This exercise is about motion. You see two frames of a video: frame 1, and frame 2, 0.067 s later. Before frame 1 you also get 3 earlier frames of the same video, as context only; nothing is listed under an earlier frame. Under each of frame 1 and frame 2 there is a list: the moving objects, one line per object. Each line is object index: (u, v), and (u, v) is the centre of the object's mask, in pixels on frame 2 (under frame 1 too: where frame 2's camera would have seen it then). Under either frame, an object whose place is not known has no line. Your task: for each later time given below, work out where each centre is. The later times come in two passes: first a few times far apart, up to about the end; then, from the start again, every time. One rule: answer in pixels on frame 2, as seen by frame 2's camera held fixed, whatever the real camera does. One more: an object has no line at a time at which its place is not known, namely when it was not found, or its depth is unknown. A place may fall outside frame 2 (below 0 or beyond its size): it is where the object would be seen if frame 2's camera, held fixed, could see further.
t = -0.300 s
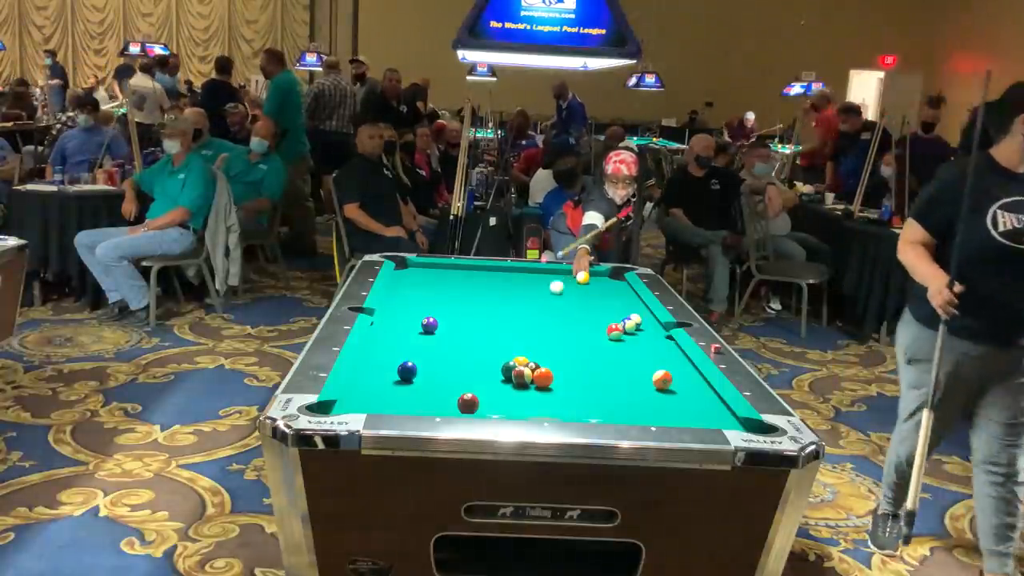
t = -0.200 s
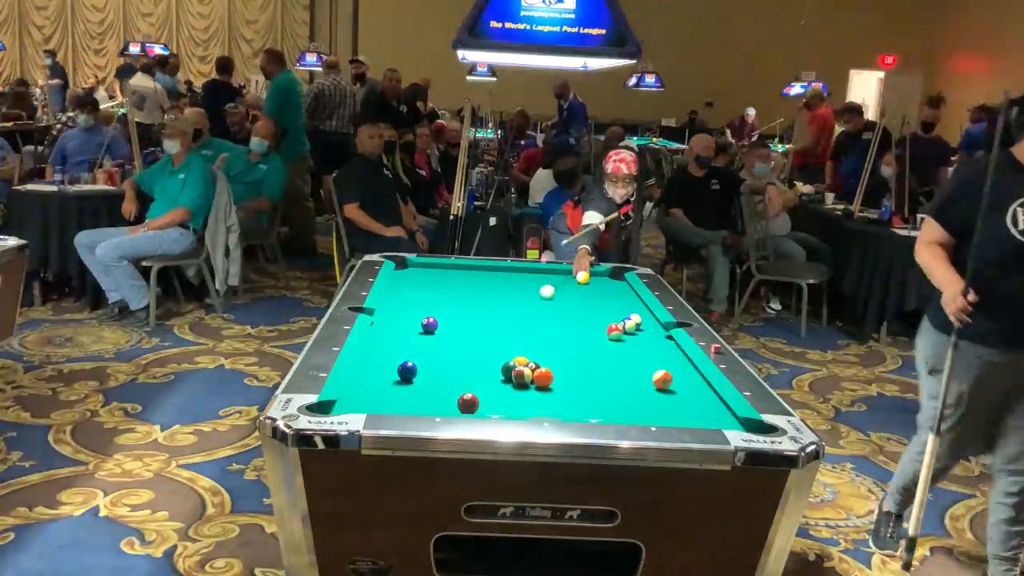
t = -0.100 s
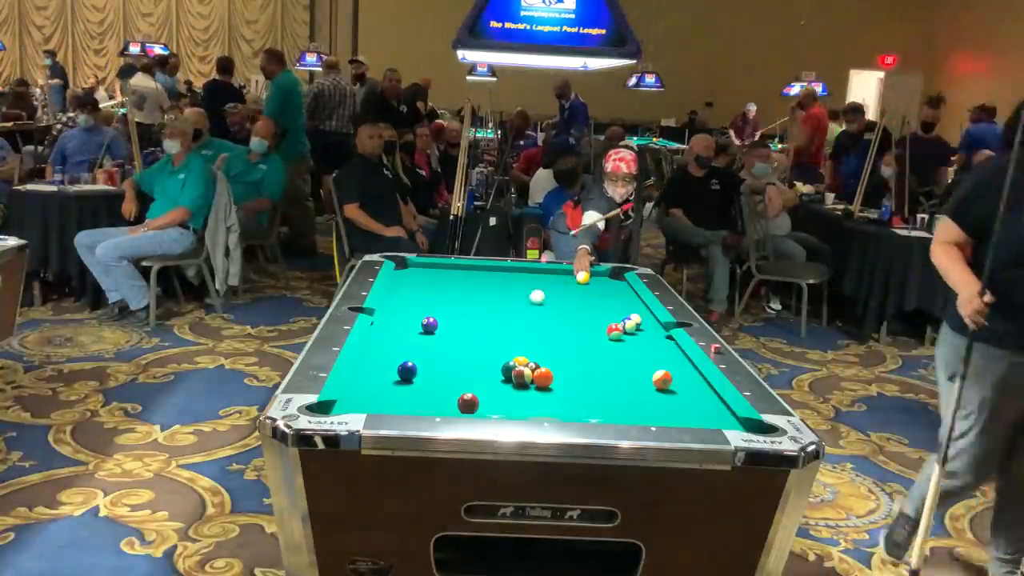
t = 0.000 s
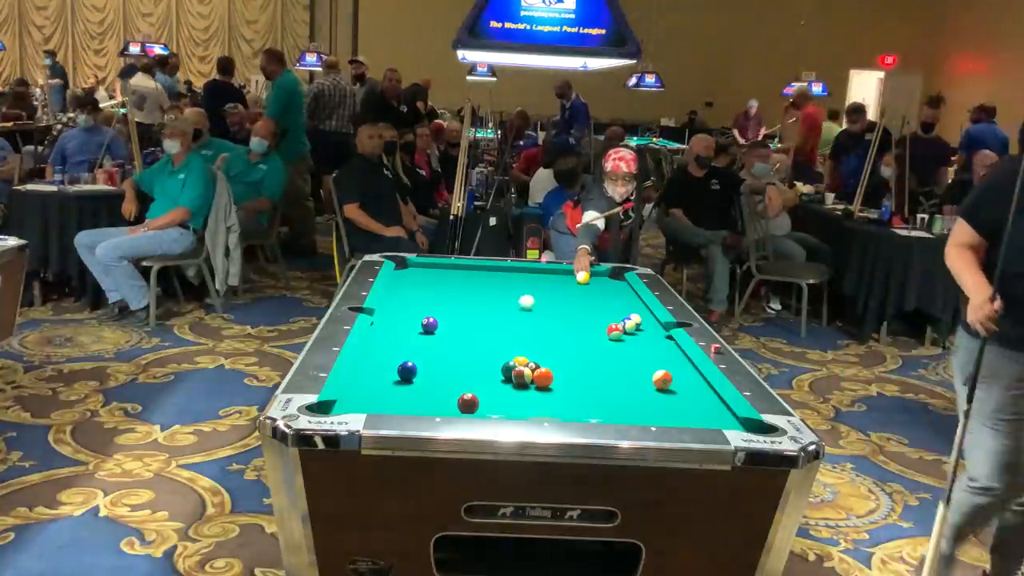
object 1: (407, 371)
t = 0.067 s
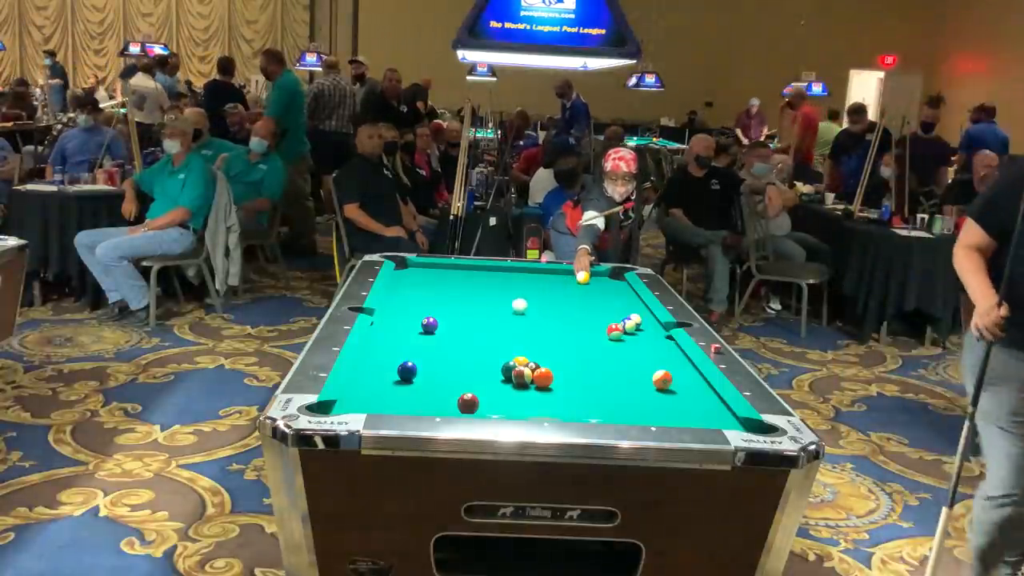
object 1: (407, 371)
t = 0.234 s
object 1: (407, 371)
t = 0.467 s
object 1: (407, 371)
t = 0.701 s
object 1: (407, 371)
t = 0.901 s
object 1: (407, 372)
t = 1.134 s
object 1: (411, 387)
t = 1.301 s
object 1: (413, 398)
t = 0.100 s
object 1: (407, 371)
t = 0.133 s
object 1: (407, 371)
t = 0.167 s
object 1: (407, 371)
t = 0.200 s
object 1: (407, 371)
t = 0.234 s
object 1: (407, 371)
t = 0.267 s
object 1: (407, 371)
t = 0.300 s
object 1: (407, 371)
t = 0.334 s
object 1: (407, 371)
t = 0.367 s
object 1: (407, 371)
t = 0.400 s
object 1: (407, 371)
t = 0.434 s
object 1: (407, 371)
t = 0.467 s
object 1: (407, 371)
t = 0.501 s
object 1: (407, 371)
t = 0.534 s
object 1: (407, 371)
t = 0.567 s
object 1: (407, 371)
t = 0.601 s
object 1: (407, 371)
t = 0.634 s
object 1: (407, 371)
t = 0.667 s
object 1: (407, 371)
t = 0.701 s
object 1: (407, 371)
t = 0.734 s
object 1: (407, 371)
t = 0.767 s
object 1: (407, 371)
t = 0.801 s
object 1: (407, 371)
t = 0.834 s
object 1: (407, 371)
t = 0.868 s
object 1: (407, 371)
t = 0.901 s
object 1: (407, 372)
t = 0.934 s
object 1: (408, 374)
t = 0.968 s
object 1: (409, 376)
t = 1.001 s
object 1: (409, 379)
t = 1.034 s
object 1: (409, 381)
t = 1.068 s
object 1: (410, 383)
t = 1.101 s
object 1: (410, 385)
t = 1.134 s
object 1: (411, 387)
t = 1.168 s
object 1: (411, 389)
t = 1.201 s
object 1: (412, 391)
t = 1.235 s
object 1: (412, 393)
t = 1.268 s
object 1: (412, 396)
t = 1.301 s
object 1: (413, 398)
